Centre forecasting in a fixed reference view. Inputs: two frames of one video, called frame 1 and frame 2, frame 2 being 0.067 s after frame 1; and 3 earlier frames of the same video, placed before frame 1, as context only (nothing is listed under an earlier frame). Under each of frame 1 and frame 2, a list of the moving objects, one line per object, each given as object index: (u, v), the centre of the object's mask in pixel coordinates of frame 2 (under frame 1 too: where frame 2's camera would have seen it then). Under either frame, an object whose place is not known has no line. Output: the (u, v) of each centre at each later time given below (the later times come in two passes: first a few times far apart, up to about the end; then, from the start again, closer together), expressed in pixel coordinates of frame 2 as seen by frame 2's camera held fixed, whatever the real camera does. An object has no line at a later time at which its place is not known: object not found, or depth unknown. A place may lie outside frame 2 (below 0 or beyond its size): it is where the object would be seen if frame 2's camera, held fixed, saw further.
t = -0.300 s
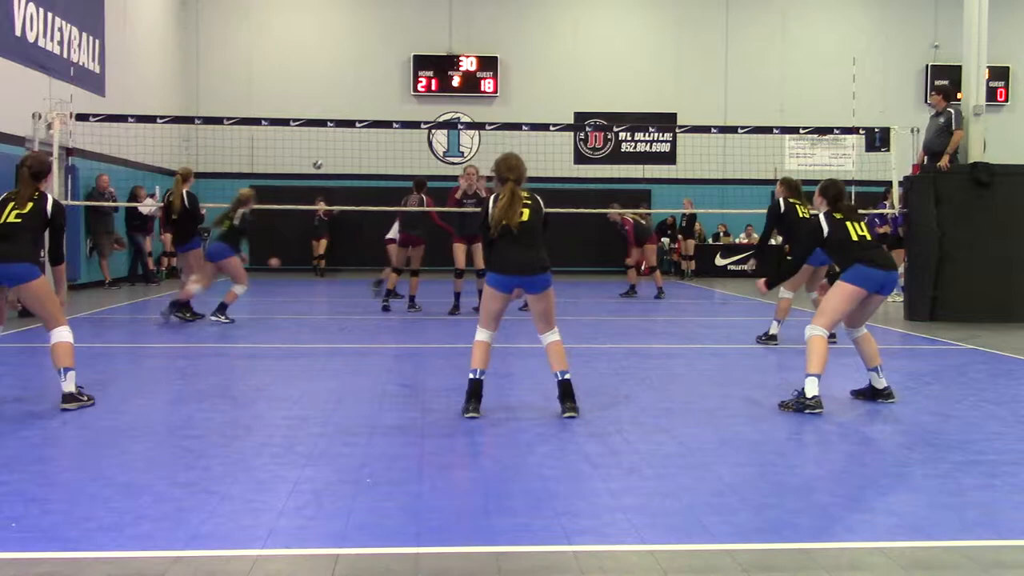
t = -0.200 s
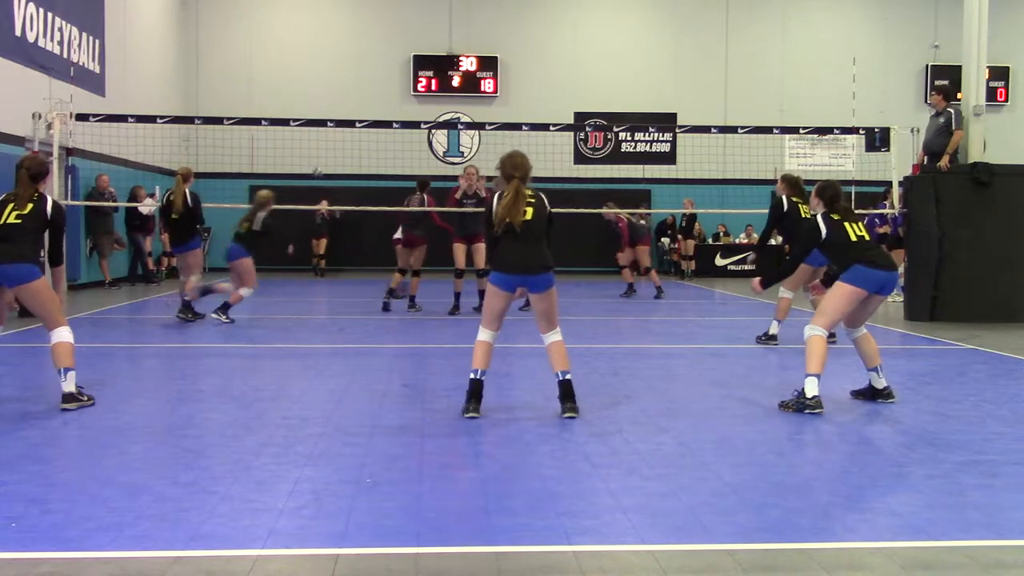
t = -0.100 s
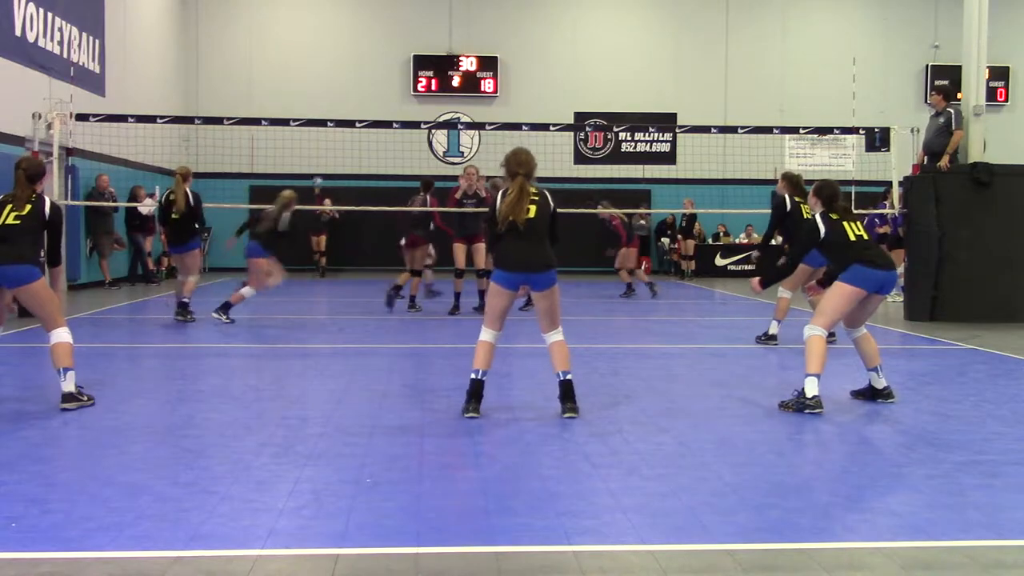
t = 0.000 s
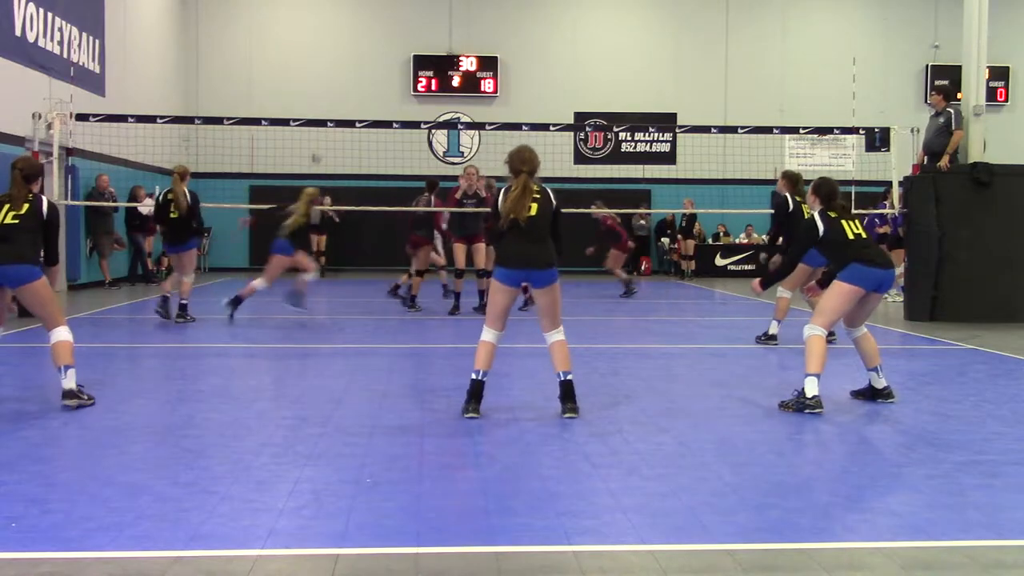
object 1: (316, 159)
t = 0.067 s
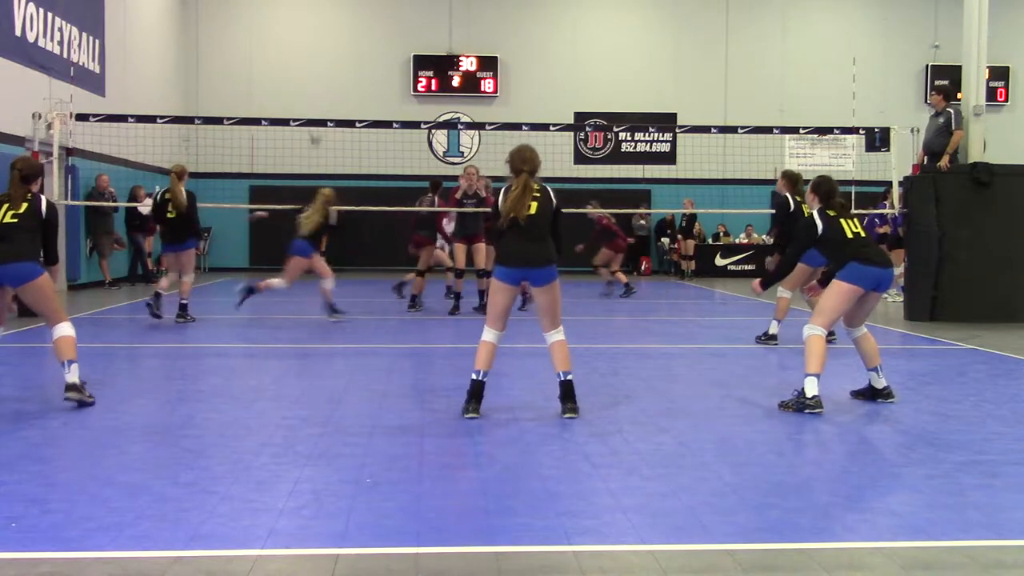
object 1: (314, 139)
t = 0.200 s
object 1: (314, 102)
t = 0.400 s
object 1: (313, 51)
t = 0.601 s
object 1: (303, 9)
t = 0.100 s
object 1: (315, 131)
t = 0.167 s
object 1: (314, 111)
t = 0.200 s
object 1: (314, 102)
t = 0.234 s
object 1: (314, 93)
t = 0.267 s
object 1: (313, 83)
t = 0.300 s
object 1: (313, 75)
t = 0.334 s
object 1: (313, 67)
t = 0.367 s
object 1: (313, 59)
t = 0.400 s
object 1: (313, 51)
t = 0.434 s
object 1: (312, 43)
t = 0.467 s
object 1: (310, 36)
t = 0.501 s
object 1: (309, 28)
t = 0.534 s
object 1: (307, 22)
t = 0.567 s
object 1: (306, 16)
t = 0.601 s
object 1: (303, 9)
